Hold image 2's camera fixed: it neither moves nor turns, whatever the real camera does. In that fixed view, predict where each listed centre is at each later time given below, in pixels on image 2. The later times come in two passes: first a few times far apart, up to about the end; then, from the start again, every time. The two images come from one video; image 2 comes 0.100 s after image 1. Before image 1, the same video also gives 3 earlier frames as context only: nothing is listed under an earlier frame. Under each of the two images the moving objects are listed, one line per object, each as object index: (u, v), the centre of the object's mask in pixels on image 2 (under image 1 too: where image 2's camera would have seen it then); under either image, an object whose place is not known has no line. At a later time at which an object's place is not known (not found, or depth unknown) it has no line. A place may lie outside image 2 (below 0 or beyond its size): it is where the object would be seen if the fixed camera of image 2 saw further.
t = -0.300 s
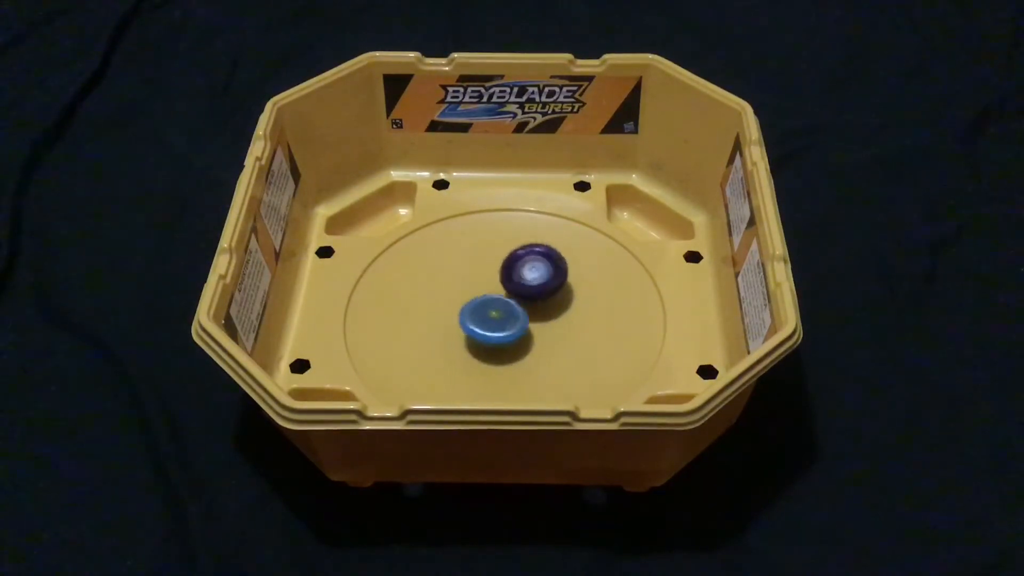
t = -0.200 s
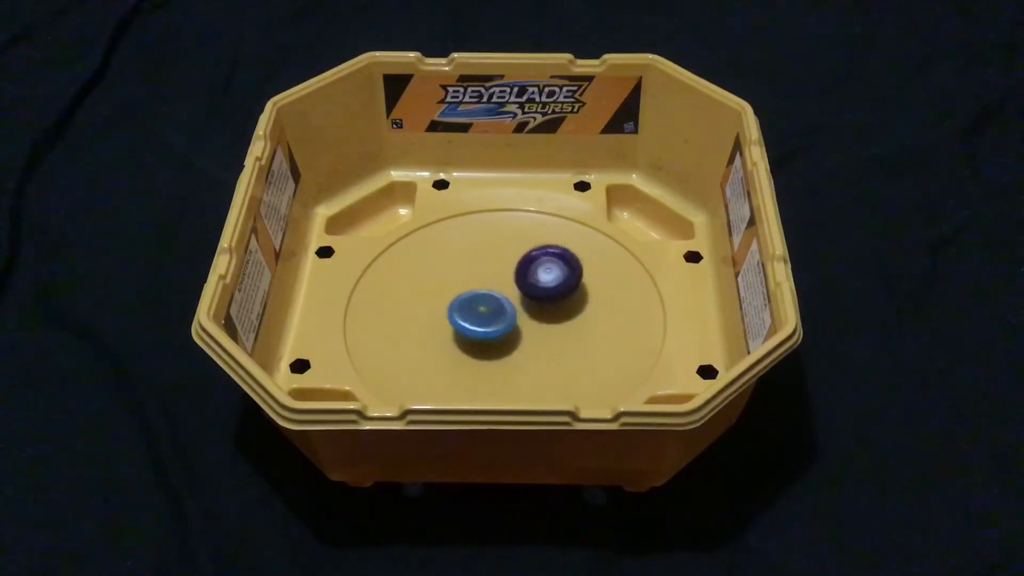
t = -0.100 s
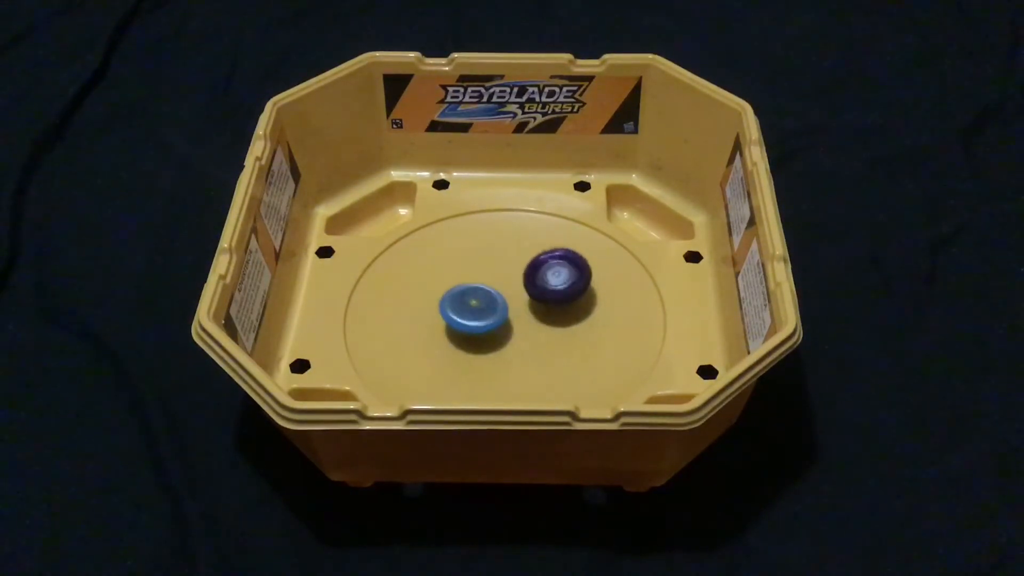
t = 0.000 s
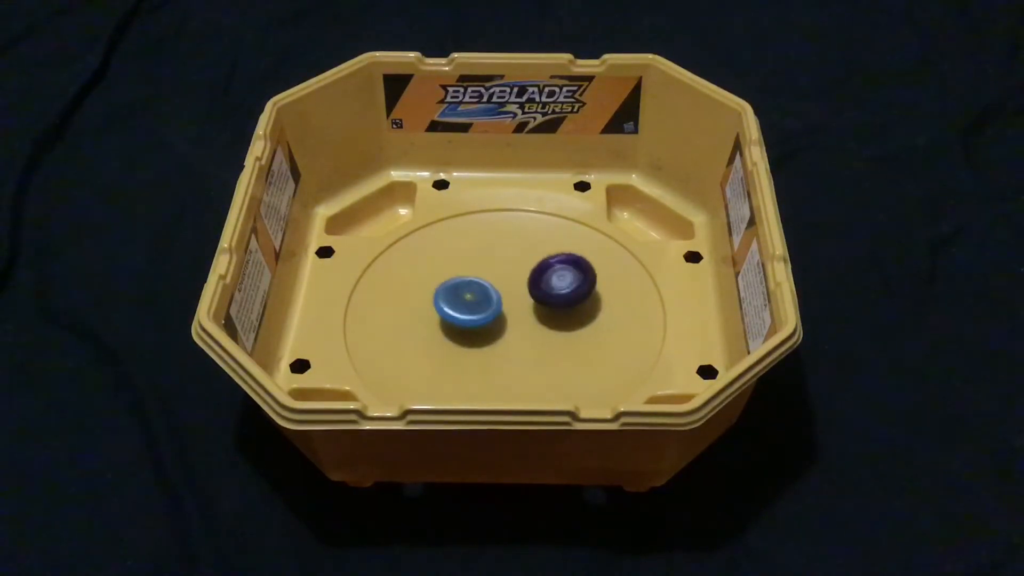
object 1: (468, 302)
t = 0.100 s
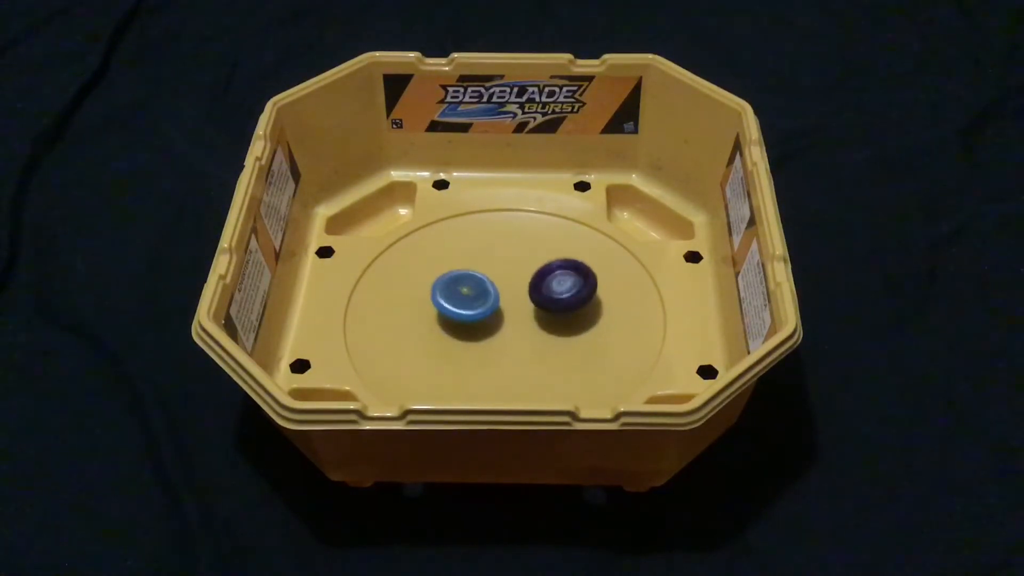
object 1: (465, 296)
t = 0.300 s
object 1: (468, 286)
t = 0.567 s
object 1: (488, 275)
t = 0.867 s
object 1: (511, 272)
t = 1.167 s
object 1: (528, 287)
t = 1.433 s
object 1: (533, 306)
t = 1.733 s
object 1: (519, 318)
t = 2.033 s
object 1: (492, 318)
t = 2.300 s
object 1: (477, 308)
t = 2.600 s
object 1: (475, 293)
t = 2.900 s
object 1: (481, 282)
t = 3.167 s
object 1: (491, 281)
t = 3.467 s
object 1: (511, 288)
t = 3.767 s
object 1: (521, 282)
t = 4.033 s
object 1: (516, 292)
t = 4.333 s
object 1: (517, 298)
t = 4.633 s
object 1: (506, 304)
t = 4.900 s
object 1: (485, 333)
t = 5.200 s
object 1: (469, 346)
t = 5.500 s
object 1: (477, 328)
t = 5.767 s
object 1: (521, 288)
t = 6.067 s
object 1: (552, 268)
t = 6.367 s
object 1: (549, 280)
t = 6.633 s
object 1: (500, 297)
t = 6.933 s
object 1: (460, 315)
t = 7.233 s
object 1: (458, 311)
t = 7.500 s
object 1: (497, 310)
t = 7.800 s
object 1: (502, 310)
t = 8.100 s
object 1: (444, 290)
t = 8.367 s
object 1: (425, 234)
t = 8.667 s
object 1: (497, 254)
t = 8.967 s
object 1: (551, 323)
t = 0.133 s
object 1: (465, 294)
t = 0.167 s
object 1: (465, 292)
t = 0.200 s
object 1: (465, 290)
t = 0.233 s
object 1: (466, 289)
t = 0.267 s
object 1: (467, 287)
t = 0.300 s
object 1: (468, 286)
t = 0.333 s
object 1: (470, 284)
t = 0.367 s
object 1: (472, 283)
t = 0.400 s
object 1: (474, 282)
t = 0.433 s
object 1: (477, 281)
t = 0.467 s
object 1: (480, 281)
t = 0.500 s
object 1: (483, 280)
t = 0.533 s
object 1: (486, 278)
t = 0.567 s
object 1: (488, 275)
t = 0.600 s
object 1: (490, 274)
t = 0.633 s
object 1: (493, 273)
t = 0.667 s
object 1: (496, 272)
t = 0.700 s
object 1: (498, 272)
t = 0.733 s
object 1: (501, 271)
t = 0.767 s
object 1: (503, 271)
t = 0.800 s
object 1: (506, 271)
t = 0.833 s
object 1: (509, 272)
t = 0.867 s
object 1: (511, 272)
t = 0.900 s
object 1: (514, 273)
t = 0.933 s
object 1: (516, 274)
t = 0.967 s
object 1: (518, 275)
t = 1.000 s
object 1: (520, 277)
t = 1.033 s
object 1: (522, 278)
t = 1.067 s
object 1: (524, 280)
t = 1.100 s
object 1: (526, 282)
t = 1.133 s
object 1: (527, 285)
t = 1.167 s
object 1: (528, 287)
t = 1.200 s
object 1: (529, 289)
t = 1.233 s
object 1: (530, 292)
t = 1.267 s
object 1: (531, 294)
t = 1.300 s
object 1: (532, 297)
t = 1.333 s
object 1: (533, 299)
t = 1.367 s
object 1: (534, 301)
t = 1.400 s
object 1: (534, 304)
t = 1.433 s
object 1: (533, 306)
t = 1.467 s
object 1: (533, 308)
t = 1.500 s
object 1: (532, 309)
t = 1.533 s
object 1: (531, 311)
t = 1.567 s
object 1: (529, 313)
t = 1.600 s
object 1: (528, 314)
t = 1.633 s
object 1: (526, 316)
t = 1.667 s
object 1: (524, 316)
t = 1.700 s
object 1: (521, 318)
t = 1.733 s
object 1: (519, 318)
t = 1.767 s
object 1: (516, 319)
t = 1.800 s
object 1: (513, 320)
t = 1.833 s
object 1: (510, 320)
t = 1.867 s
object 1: (507, 320)
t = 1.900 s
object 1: (504, 320)
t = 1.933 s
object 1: (501, 320)
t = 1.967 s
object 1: (498, 319)
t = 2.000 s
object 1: (495, 318)
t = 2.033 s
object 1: (492, 318)
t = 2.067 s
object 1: (489, 317)
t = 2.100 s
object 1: (487, 316)
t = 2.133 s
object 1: (484, 315)
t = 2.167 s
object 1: (483, 314)
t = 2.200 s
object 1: (481, 312)
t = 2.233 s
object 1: (479, 311)
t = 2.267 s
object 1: (478, 310)
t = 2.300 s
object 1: (477, 308)
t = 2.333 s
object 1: (476, 306)
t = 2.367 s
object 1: (475, 304)
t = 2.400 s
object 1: (475, 302)
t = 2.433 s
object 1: (475, 300)
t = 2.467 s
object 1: (474, 299)
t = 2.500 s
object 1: (474, 297)
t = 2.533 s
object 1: (474, 295)
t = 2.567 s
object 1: (474, 294)
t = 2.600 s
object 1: (475, 293)
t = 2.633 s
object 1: (476, 291)
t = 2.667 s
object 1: (477, 290)
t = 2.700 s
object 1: (479, 289)
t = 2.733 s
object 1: (481, 289)
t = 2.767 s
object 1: (483, 288)
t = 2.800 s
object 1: (485, 287)
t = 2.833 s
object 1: (482, 285)
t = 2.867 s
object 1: (481, 282)
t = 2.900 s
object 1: (481, 282)
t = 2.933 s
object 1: (481, 280)
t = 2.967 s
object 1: (482, 280)
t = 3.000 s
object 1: (483, 280)
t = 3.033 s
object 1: (484, 279)
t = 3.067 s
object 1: (486, 280)
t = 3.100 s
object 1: (487, 280)
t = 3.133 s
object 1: (489, 280)
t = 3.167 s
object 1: (491, 281)
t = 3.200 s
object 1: (494, 281)
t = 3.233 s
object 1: (496, 282)
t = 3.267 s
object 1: (498, 283)
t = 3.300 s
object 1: (500, 285)
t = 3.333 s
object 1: (503, 287)
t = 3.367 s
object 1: (505, 288)
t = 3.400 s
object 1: (507, 289)
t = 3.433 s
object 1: (509, 289)
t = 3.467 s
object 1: (511, 288)
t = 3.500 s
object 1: (514, 283)
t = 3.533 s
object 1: (516, 282)
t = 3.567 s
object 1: (516, 281)
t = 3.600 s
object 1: (518, 281)
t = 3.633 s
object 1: (519, 281)
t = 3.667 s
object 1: (520, 281)
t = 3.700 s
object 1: (521, 281)
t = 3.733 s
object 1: (521, 281)
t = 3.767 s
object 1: (521, 282)
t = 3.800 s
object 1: (521, 283)
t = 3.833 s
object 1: (522, 284)
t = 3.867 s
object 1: (521, 284)
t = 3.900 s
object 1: (521, 285)
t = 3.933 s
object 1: (519, 287)
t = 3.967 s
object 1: (518, 288)
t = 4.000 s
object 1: (517, 290)
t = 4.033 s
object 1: (516, 292)
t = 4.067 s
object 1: (516, 293)
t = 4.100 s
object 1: (517, 294)
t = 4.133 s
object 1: (518, 294)
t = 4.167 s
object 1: (518, 295)
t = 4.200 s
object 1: (518, 296)
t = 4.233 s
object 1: (519, 296)
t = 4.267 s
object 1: (518, 297)
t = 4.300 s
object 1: (517, 297)
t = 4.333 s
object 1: (517, 298)
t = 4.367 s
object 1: (517, 299)
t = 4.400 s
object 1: (516, 299)
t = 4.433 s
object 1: (515, 300)
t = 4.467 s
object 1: (513, 301)
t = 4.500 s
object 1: (512, 302)
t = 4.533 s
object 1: (511, 303)
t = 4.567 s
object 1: (510, 303)
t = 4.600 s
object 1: (508, 303)
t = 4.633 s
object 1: (506, 304)
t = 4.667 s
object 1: (504, 304)
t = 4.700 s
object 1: (503, 305)
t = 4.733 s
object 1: (501, 305)
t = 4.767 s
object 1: (499, 304)
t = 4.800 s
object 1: (496, 307)
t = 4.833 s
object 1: (491, 320)
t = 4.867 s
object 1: (488, 328)
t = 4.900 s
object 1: (485, 333)
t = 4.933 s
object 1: (483, 336)
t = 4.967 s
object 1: (481, 339)
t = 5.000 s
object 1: (479, 341)
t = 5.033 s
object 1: (477, 343)
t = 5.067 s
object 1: (476, 345)
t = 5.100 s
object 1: (474, 346)
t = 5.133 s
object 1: (472, 346)
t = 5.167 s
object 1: (470, 346)
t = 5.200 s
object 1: (469, 346)
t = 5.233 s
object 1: (468, 345)
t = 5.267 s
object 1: (467, 344)
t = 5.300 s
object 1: (467, 342)
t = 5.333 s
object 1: (467, 340)
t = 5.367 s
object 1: (469, 338)
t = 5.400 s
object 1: (470, 336)
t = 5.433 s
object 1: (472, 333)
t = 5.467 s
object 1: (474, 331)
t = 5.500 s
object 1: (477, 328)
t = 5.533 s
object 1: (482, 324)
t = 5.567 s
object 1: (487, 319)
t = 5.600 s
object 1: (492, 314)
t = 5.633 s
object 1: (498, 309)
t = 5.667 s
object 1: (504, 303)
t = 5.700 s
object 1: (510, 298)
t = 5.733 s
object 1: (516, 293)
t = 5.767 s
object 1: (521, 288)
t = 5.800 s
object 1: (526, 284)
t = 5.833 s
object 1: (531, 280)
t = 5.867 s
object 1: (535, 277)
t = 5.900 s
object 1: (539, 274)
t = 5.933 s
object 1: (542, 273)
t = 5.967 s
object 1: (545, 271)
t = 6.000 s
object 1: (548, 270)
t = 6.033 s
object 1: (550, 270)
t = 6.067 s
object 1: (552, 268)
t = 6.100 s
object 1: (554, 269)
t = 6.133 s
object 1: (556, 270)
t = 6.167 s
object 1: (556, 270)
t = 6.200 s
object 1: (557, 272)
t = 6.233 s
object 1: (557, 273)
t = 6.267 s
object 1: (556, 275)
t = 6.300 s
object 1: (554, 277)
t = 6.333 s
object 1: (552, 279)
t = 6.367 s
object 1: (549, 280)
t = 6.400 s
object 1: (546, 282)
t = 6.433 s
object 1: (542, 284)
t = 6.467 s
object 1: (537, 286)
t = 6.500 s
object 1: (530, 289)
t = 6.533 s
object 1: (524, 291)
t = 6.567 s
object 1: (515, 293)
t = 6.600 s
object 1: (507, 296)
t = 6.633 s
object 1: (500, 297)
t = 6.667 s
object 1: (492, 299)
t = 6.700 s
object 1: (485, 300)
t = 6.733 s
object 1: (478, 302)
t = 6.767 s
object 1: (474, 308)
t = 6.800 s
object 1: (471, 312)
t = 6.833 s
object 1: (468, 312)
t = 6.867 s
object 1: (464, 314)
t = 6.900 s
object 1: (462, 314)
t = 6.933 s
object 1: (460, 315)
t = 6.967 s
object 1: (459, 316)
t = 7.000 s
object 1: (455, 316)
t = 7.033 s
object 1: (455, 316)
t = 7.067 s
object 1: (454, 315)
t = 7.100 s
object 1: (454, 315)
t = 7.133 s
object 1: (454, 313)
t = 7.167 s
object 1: (455, 313)
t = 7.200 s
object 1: (457, 312)
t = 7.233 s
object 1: (458, 311)
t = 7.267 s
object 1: (462, 311)
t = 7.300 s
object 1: (463, 310)
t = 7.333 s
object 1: (467, 311)
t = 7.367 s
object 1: (471, 309)
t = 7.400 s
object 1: (477, 311)
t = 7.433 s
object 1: (483, 309)
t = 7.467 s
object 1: (489, 310)
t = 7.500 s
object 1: (497, 310)
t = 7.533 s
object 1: (503, 310)
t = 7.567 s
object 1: (510, 310)
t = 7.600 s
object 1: (516, 310)
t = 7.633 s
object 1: (522, 311)
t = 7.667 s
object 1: (519, 312)
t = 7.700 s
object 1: (516, 313)
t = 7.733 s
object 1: (515, 311)
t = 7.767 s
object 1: (510, 311)
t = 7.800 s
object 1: (502, 310)
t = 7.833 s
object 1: (494, 311)
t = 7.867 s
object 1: (486, 311)
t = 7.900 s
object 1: (479, 310)
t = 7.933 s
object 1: (472, 308)
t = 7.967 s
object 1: (465, 307)
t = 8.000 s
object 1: (460, 304)
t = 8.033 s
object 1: (456, 303)
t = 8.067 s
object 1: (451, 300)
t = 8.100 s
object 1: (444, 290)
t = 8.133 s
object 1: (437, 280)
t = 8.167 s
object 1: (432, 272)
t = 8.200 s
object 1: (428, 264)
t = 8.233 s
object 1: (425, 256)
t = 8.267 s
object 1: (422, 248)
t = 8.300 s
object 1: (423, 242)
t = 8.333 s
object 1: (423, 238)
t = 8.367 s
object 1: (425, 234)
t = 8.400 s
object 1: (429, 234)
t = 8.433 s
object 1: (434, 233)
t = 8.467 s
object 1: (439, 234)
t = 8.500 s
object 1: (447, 234)
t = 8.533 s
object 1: (457, 237)
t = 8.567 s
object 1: (465, 240)
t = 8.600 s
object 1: (478, 244)
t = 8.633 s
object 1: (487, 251)
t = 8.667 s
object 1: (497, 254)
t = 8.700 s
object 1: (510, 261)
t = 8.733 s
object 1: (520, 265)
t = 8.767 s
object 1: (530, 274)
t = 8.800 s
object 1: (537, 281)
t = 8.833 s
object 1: (542, 289)
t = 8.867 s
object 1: (546, 298)
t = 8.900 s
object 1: (549, 306)
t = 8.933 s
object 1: (551, 315)
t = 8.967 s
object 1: (551, 323)
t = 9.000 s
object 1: (550, 331)
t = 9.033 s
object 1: (547, 339)
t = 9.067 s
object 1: (543, 345)
